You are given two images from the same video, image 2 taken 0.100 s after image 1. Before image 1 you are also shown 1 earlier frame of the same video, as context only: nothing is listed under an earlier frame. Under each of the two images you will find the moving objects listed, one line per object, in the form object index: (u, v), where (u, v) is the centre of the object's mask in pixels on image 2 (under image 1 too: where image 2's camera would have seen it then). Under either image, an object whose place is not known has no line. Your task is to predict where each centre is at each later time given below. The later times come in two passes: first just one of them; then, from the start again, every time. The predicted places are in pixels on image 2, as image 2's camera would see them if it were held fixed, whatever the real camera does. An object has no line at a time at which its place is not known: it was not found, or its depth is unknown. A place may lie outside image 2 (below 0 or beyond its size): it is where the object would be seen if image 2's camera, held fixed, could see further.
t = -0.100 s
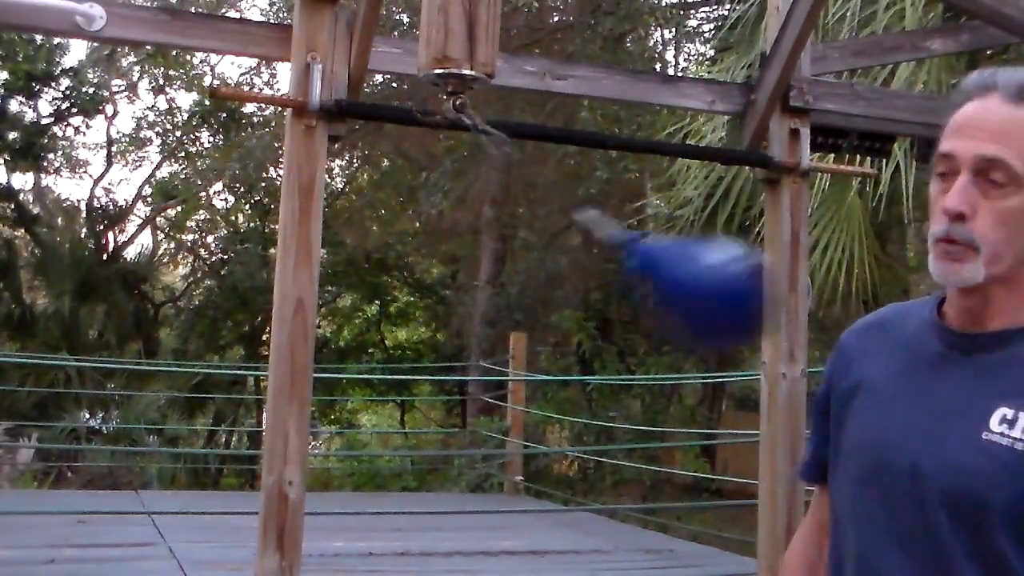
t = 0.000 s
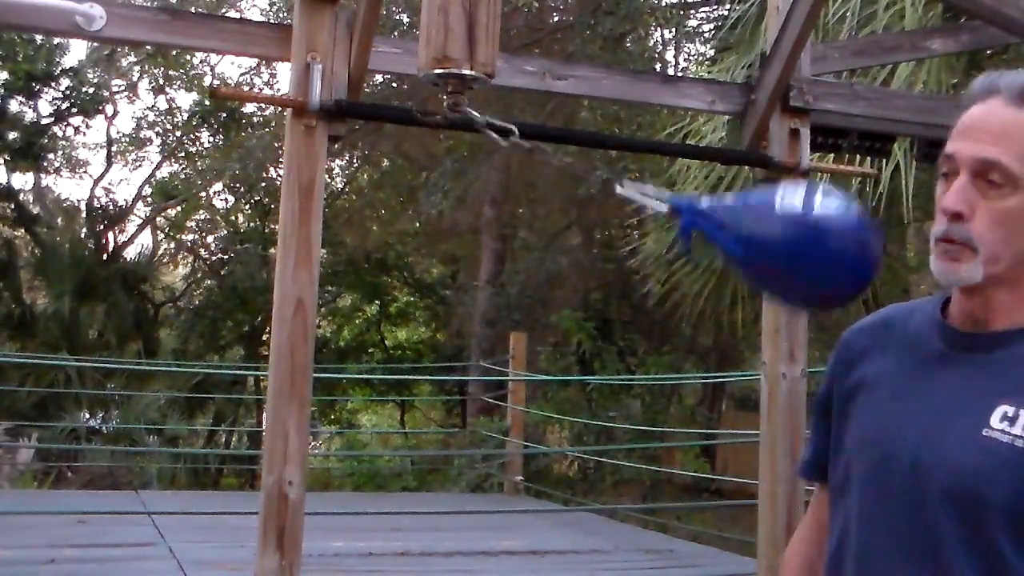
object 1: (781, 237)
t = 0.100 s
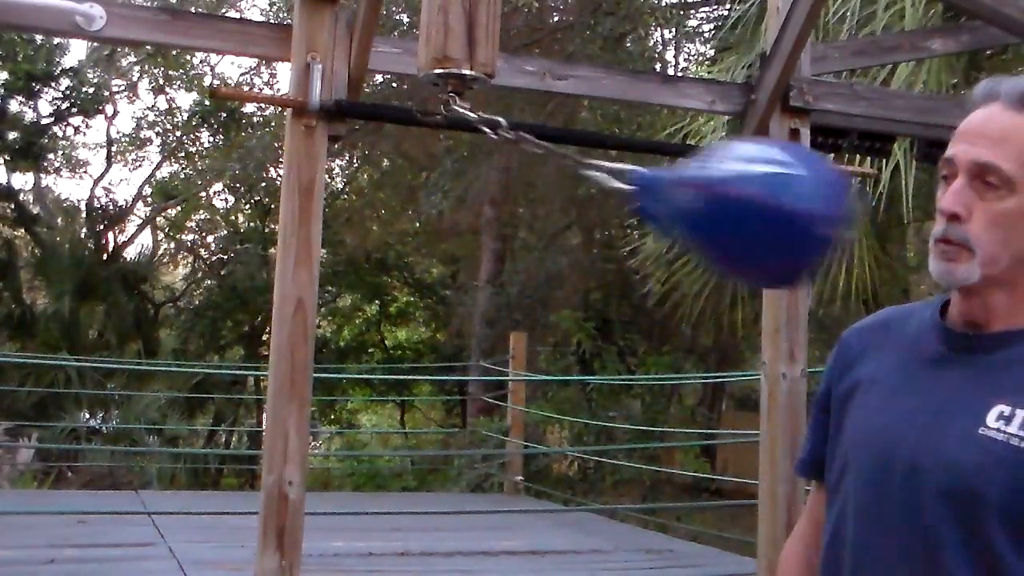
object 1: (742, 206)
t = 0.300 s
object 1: (266, 270)
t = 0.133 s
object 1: (698, 202)
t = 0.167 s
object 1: (630, 208)
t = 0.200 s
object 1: (541, 220)
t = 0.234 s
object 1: (443, 236)
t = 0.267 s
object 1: (354, 248)
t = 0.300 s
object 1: (266, 270)
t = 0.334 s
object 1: (196, 289)
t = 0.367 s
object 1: (162, 301)
